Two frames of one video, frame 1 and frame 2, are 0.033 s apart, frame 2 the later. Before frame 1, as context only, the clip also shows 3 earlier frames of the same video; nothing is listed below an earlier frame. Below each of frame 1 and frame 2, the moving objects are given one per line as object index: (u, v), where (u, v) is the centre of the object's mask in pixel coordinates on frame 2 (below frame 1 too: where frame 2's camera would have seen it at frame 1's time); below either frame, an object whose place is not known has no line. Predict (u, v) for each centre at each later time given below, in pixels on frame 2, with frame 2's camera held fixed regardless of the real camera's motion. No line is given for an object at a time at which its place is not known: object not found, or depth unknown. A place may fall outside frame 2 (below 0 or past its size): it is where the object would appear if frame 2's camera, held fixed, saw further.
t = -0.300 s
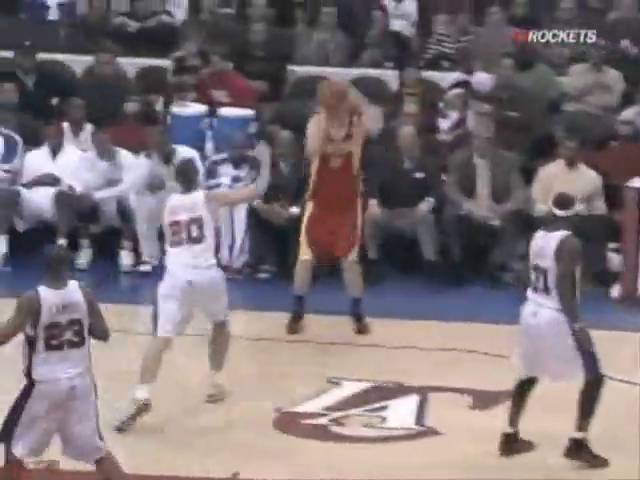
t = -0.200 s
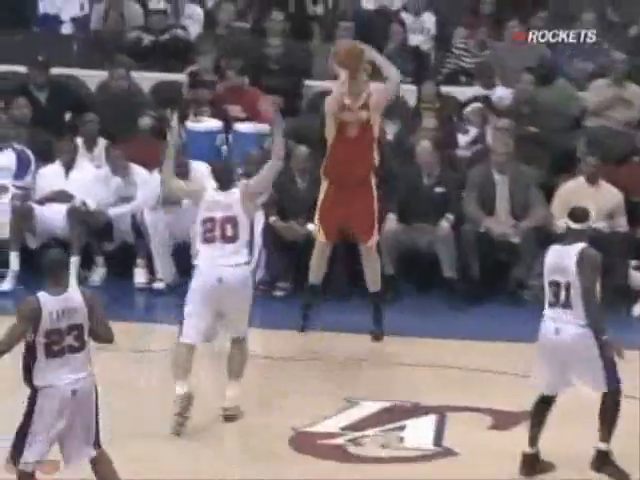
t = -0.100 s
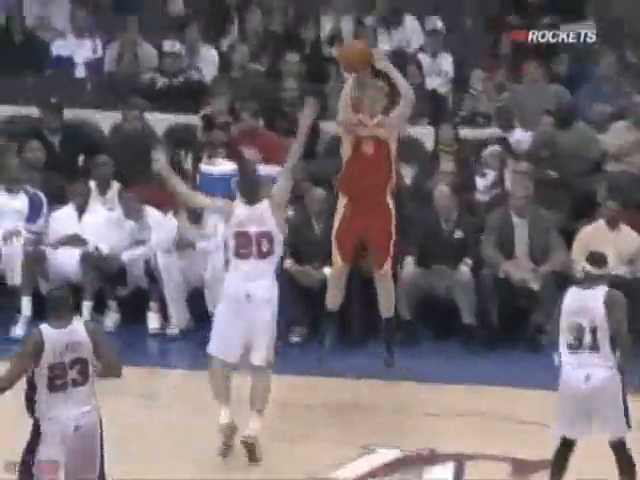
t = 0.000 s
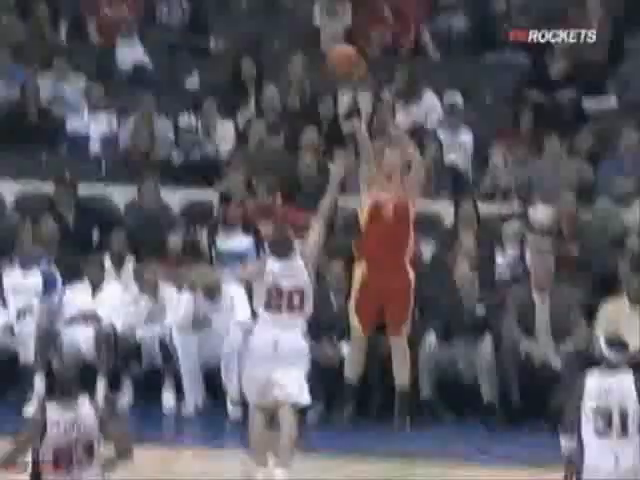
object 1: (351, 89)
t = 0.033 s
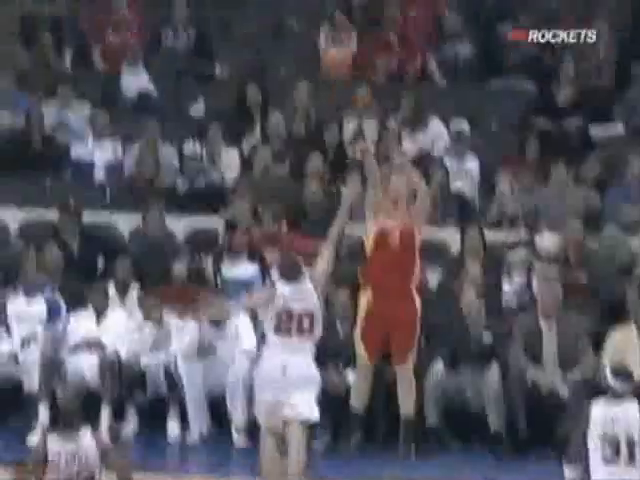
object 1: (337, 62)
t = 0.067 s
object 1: (325, 42)
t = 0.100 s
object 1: (312, 22)
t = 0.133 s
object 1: (301, 4)
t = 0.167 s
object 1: (290, -15)
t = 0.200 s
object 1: (284, -24)
